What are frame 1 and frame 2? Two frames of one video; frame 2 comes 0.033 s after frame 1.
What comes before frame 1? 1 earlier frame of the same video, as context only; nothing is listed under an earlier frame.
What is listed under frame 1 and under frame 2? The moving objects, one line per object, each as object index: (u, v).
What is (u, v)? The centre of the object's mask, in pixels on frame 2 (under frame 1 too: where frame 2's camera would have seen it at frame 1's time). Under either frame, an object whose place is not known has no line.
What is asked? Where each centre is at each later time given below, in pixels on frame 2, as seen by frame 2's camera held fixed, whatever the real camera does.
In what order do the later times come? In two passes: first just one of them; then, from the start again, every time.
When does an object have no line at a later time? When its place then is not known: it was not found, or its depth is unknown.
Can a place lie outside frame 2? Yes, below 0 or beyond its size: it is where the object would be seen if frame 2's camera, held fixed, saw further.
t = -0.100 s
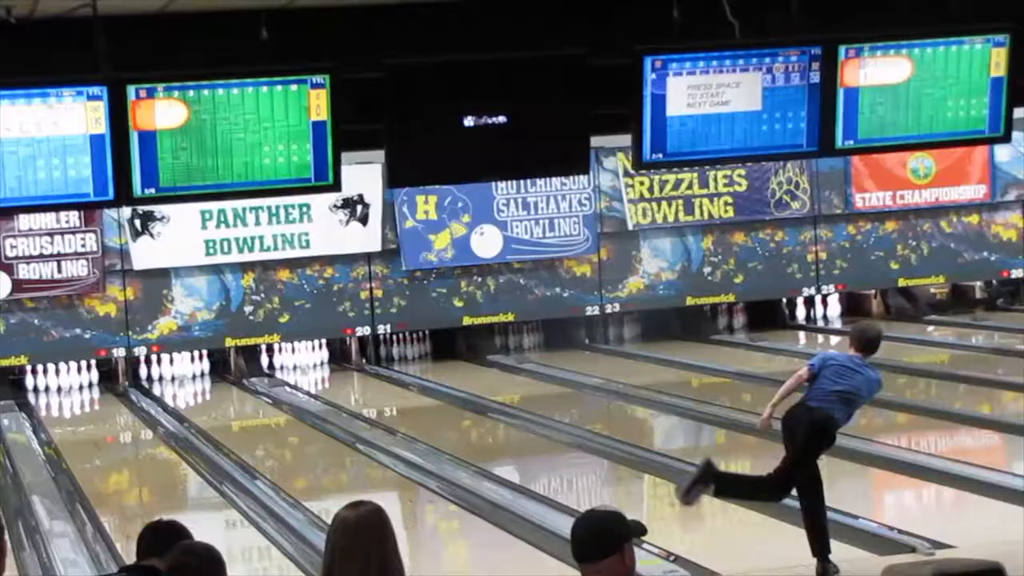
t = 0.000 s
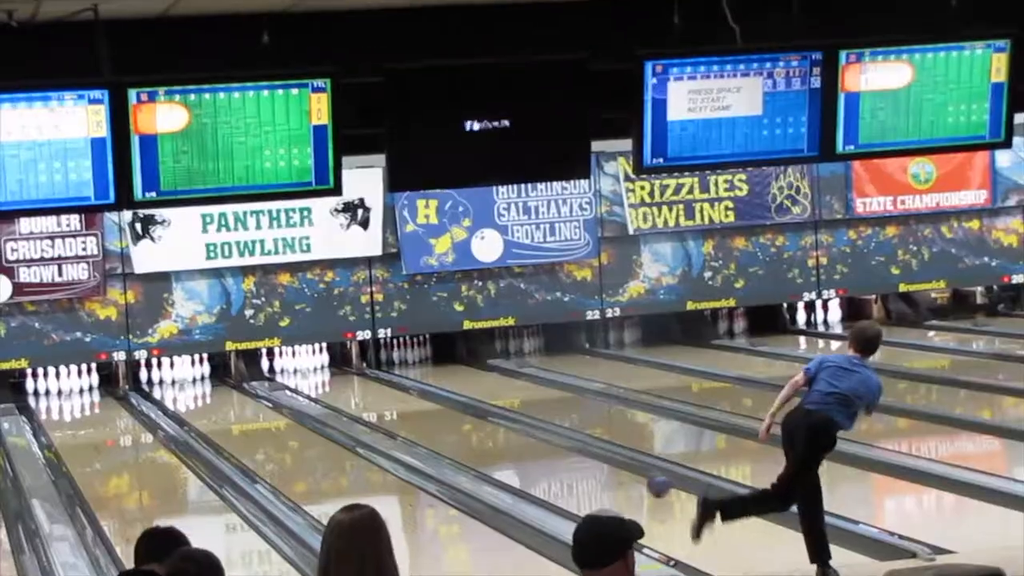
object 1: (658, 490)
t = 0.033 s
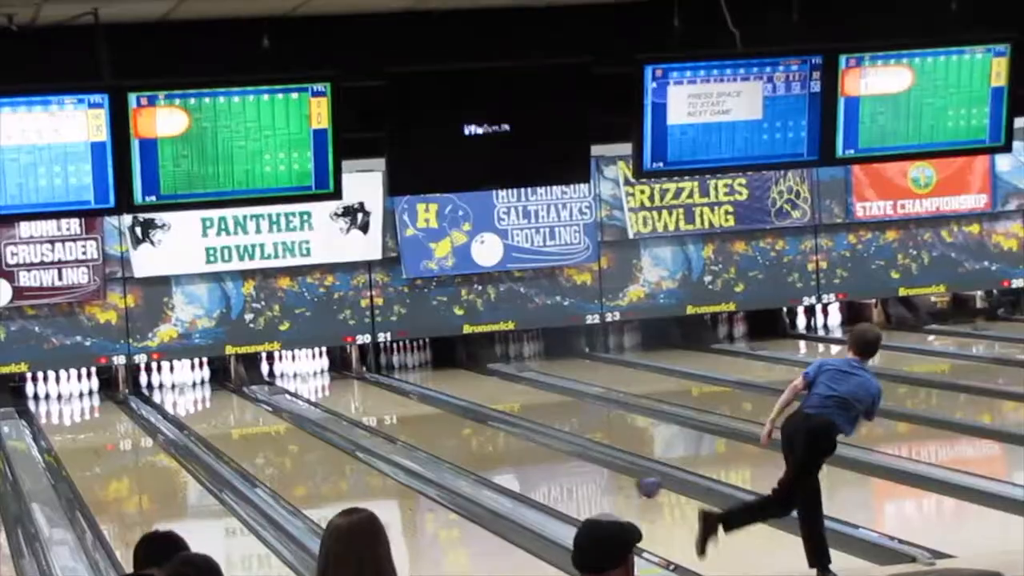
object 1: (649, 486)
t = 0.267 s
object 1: (589, 461)
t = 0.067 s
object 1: (640, 483)
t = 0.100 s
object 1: (629, 478)
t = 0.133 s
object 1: (620, 474)
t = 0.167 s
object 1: (613, 472)
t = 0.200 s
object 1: (604, 468)
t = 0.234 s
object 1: (596, 464)
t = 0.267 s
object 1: (589, 461)
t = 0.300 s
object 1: (582, 457)
